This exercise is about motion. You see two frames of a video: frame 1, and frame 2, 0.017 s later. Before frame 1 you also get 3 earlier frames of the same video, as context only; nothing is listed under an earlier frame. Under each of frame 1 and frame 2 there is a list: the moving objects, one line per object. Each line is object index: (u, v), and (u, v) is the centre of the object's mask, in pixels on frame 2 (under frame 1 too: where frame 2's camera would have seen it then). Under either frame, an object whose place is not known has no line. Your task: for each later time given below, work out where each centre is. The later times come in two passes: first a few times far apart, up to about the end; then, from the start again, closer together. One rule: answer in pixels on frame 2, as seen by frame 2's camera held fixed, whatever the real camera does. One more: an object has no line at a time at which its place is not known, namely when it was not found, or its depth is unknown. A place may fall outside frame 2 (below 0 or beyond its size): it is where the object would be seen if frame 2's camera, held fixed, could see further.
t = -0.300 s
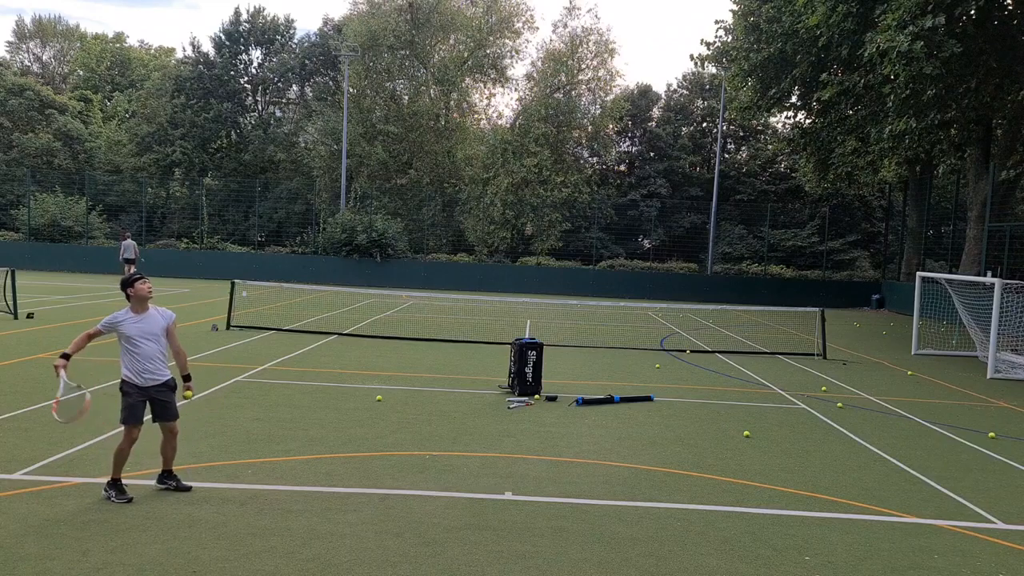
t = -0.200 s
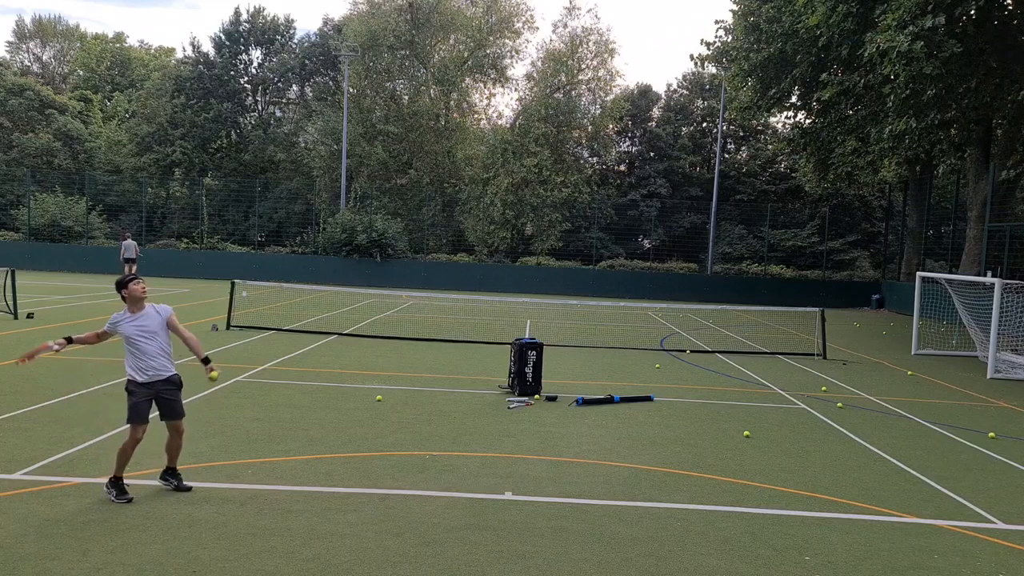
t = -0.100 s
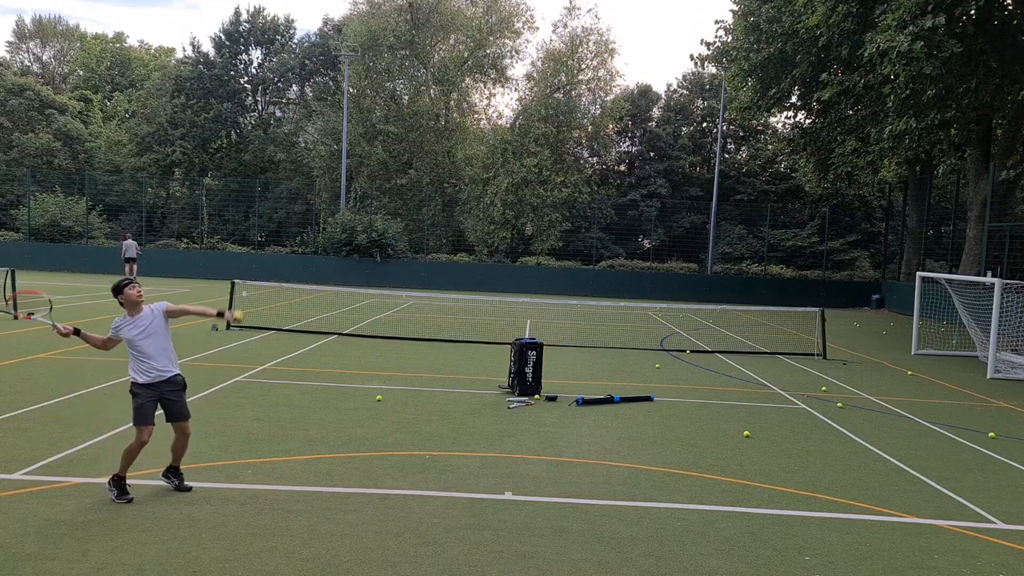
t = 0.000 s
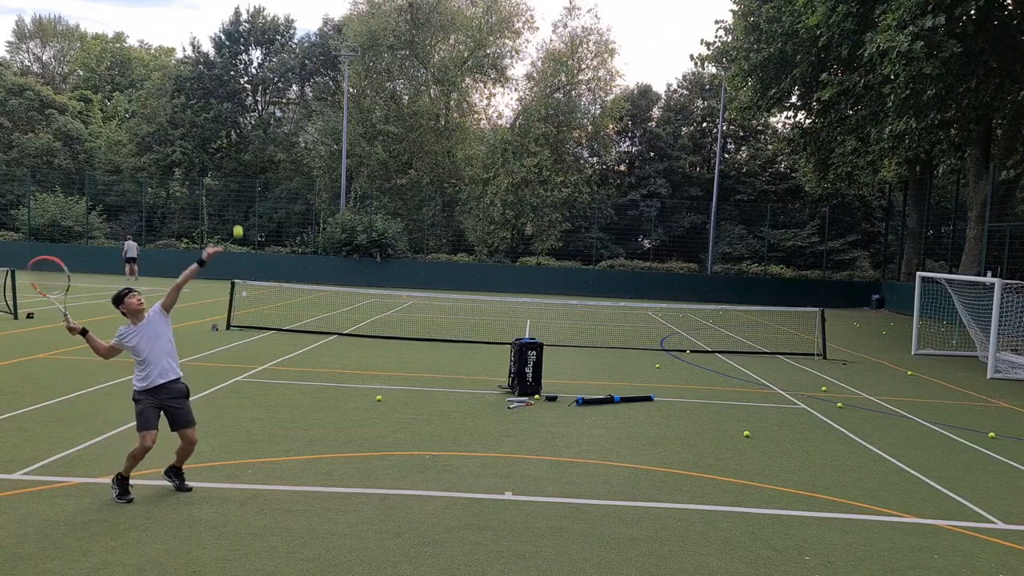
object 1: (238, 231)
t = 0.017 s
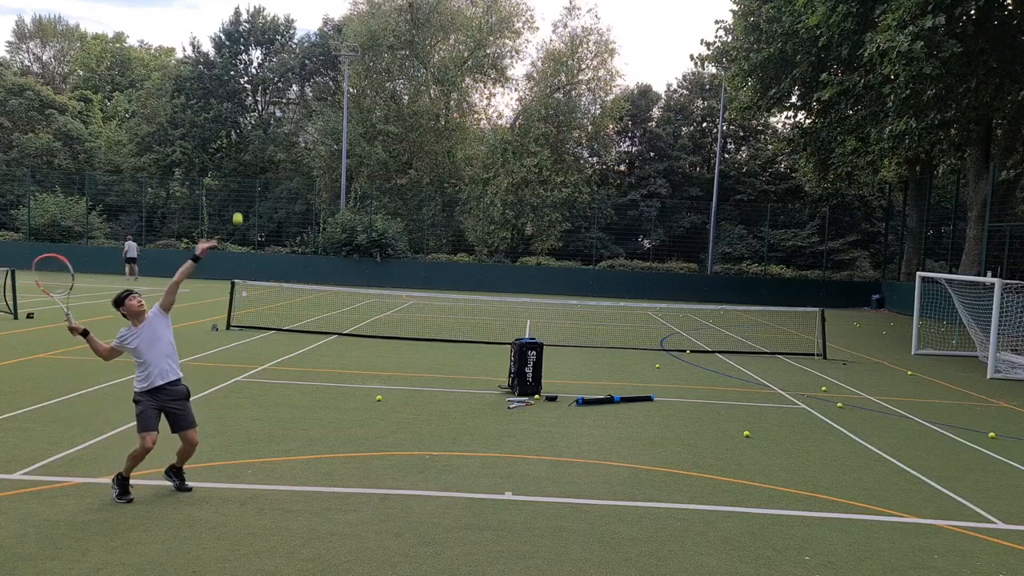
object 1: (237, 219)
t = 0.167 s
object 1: (234, 120)
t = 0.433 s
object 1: (228, 16)
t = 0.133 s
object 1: (235, 138)
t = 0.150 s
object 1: (235, 129)
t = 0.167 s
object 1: (234, 120)
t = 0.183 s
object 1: (234, 110)
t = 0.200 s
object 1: (234, 101)
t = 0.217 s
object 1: (233, 93)
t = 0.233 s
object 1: (233, 85)
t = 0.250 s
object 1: (233, 77)
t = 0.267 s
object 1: (233, 70)
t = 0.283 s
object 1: (232, 62)
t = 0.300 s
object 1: (232, 56)
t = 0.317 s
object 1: (231, 50)
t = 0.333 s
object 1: (231, 43)
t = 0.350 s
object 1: (231, 38)
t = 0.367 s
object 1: (230, 33)
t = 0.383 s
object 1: (230, 29)
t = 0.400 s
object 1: (229, 24)
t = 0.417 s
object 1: (230, 20)
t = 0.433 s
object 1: (228, 16)
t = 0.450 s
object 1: (228, 12)
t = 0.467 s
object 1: (227, 9)
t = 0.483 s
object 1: (227, 6)
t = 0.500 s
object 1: (226, 4)
